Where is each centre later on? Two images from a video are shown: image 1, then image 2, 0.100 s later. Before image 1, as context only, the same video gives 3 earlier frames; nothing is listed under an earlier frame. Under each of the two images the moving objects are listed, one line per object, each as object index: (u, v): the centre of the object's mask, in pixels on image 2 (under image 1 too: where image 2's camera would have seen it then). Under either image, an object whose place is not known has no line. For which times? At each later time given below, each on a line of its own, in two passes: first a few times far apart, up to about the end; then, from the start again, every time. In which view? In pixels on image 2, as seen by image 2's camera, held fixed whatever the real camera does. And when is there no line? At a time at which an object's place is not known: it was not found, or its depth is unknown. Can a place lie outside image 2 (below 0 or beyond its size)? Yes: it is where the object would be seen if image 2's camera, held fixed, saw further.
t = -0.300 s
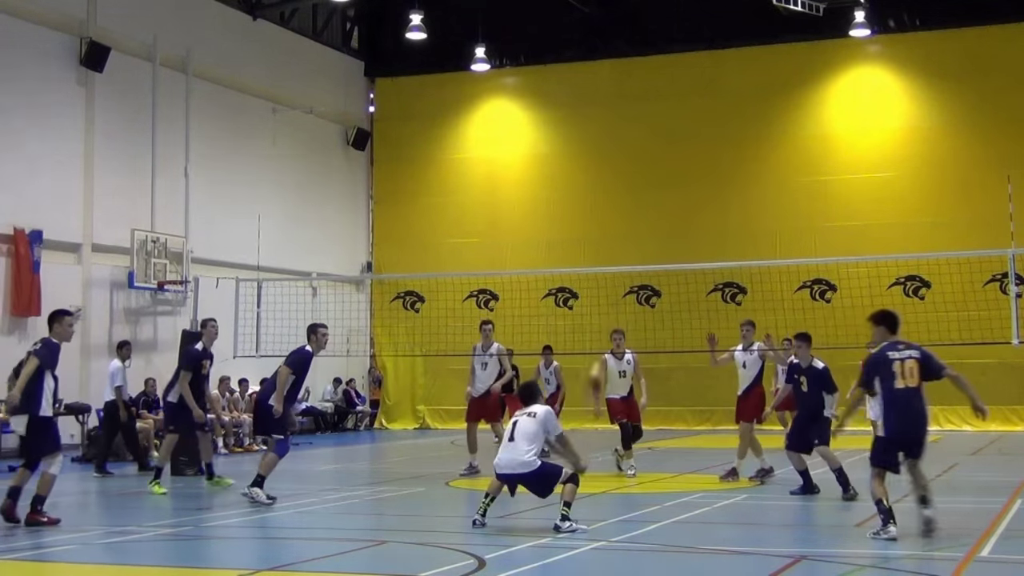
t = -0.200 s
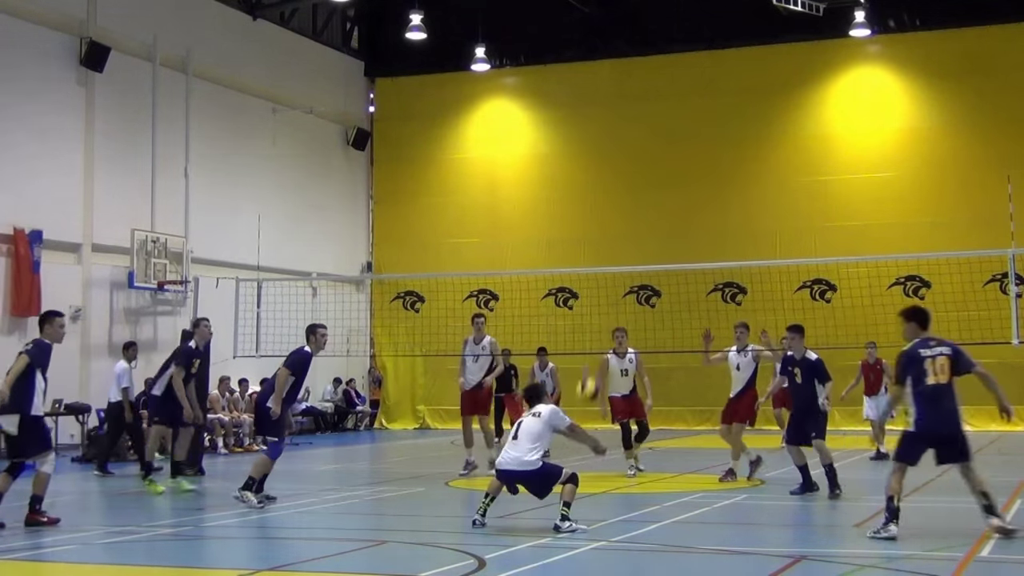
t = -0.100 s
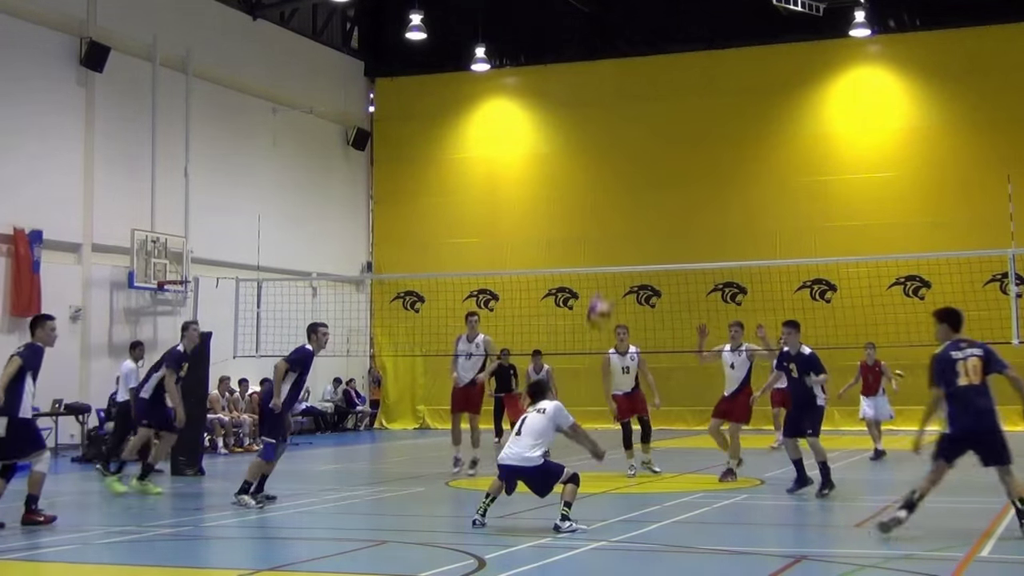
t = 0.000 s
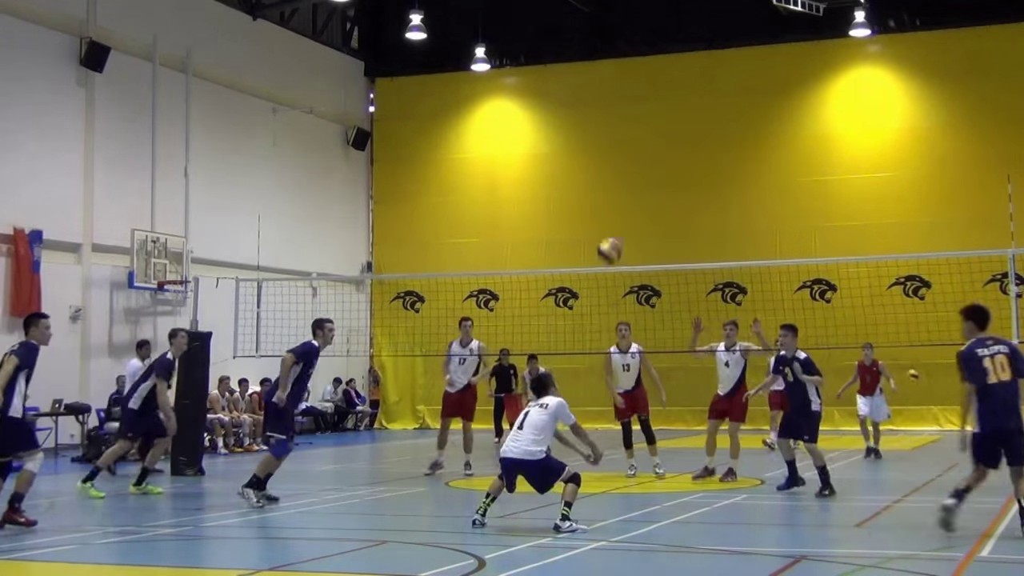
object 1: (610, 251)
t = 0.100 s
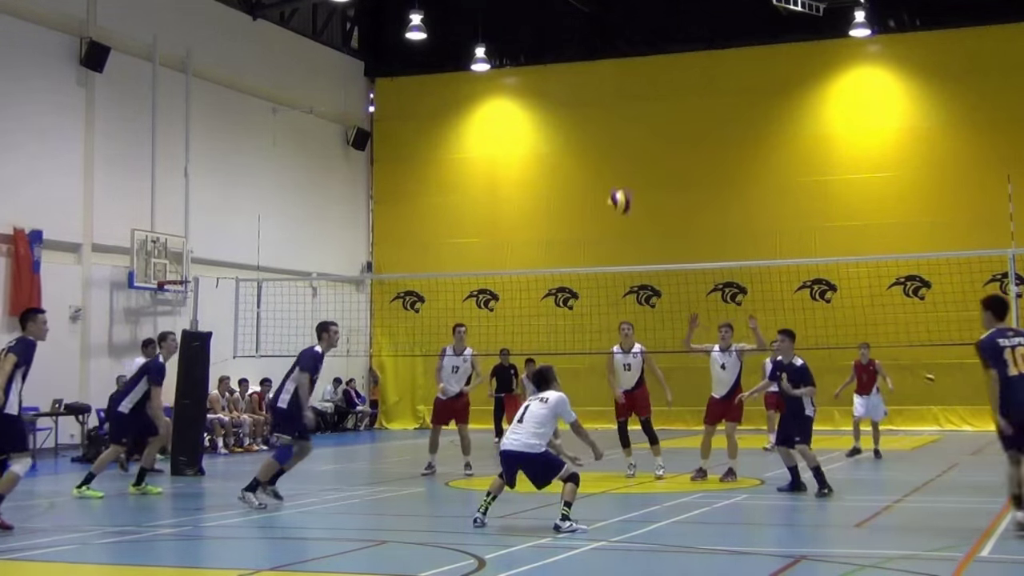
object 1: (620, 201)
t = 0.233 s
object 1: (631, 158)
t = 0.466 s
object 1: (654, 130)
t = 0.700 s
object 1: (674, 157)
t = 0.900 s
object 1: (691, 220)
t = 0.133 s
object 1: (623, 189)
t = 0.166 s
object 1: (626, 177)
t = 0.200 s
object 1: (628, 166)
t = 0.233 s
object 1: (631, 158)
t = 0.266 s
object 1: (635, 151)
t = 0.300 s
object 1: (638, 144)
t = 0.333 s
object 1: (641, 139)
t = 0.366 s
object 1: (644, 133)
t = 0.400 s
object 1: (648, 131)
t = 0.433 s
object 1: (651, 130)
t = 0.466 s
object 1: (654, 130)
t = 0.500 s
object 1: (656, 130)
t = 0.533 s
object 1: (659, 132)
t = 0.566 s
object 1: (662, 135)
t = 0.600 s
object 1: (665, 139)
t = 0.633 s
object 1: (668, 143)
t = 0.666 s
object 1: (671, 150)
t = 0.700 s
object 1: (674, 157)
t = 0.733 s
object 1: (677, 166)
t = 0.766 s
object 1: (679, 175)
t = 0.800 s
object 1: (682, 185)
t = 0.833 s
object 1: (685, 196)
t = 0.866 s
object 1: (688, 209)
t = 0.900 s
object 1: (691, 220)
